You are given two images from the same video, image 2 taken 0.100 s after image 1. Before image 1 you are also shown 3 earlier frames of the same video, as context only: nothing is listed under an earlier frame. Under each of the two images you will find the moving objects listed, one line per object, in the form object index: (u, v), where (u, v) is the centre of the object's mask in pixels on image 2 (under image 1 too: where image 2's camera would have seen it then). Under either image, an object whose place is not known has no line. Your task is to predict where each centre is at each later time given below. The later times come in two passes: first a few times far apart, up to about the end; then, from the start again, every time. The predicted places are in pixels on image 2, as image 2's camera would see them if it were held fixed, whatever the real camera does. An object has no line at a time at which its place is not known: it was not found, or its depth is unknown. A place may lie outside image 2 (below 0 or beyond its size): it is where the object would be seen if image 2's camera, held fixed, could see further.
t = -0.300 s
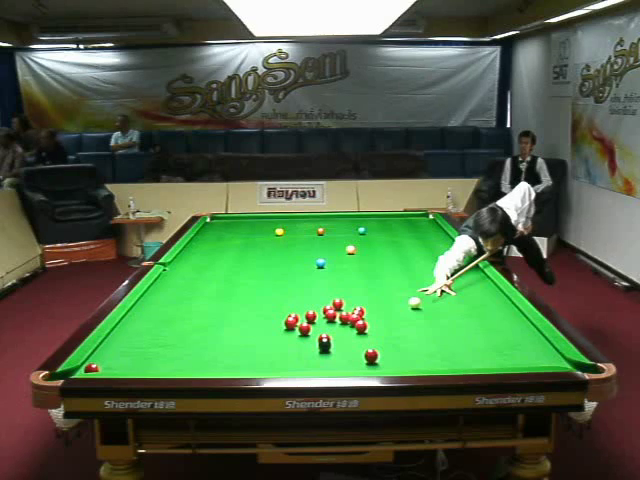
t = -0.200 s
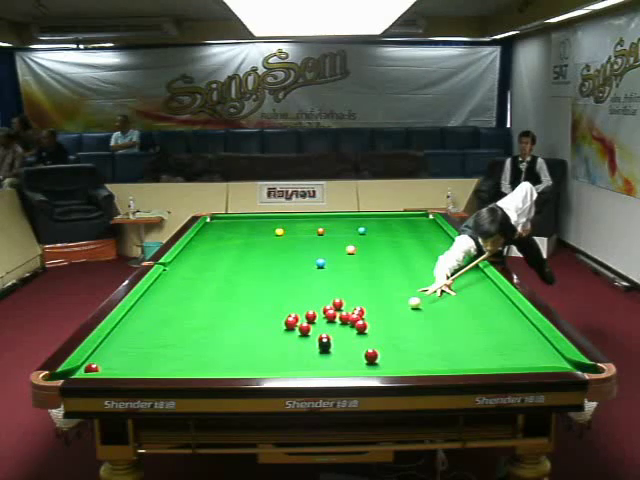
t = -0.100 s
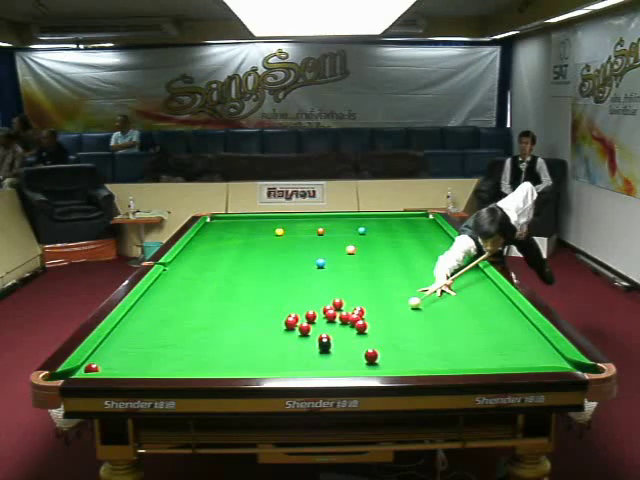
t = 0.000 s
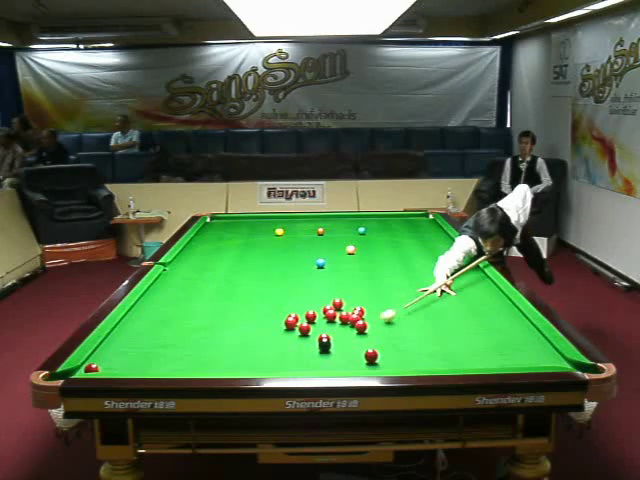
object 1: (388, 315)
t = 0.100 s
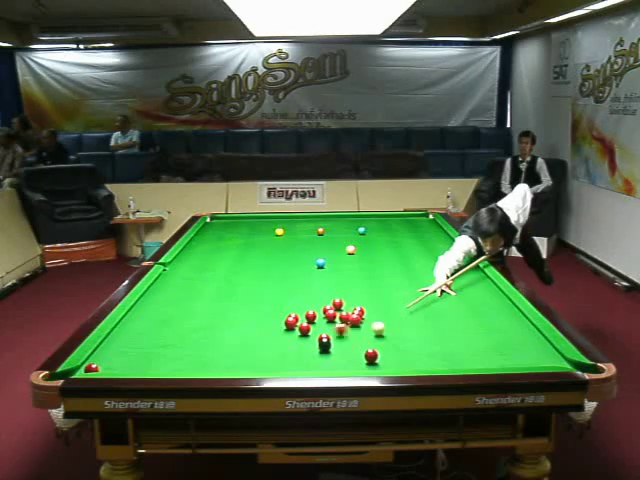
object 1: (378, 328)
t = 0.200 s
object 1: (389, 337)
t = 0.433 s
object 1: (412, 360)
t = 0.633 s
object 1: (431, 359)
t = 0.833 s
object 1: (446, 345)
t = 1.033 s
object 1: (459, 332)
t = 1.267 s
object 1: (473, 320)
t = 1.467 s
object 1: (483, 310)
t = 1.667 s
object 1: (492, 301)
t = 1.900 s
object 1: (498, 293)
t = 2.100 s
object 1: (485, 288)
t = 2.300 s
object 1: (473, 283)
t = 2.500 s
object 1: (462, 279)
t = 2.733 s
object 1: (451, 275)
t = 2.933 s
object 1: (442, 271)
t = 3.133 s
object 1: (435, 268)
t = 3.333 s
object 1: (427, 265)
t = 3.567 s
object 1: (419, 262)
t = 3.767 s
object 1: (413, 260)
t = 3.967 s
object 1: (407, 257)
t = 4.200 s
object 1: (402, 255)
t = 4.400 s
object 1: (397, 253)
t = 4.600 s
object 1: (393, 252)
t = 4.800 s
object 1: (389, 250)
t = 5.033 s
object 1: (385, 249)
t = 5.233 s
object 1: (382, 248)
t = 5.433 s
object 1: (380, 247)
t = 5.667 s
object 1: (377, 246)
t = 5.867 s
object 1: (375, 245)
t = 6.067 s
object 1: (373, 244)
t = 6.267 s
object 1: (372, 244)
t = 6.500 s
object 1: (371, 244)
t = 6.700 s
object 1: (370, 243)
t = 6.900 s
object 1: (370, 243)
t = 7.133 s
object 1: (369, 243)
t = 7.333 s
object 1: (369, 243)
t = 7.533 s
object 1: (369, 243)
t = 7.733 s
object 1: (369, 243)
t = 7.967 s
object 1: (369, 243)
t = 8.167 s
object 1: (369, 243)
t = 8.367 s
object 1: (369, 243)
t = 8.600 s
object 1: (369, 243)
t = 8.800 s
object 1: (369, 243)
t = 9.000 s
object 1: (369, 243)
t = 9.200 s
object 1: (369, 243)
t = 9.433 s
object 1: (369, 243)
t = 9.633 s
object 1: (369, 243)
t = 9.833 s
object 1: (369, 243)
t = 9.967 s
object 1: (369, 243)
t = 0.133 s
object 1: (382, 331)
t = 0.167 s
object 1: (386, 334)
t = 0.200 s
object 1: (389, 337)
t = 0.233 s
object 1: (392, 340)
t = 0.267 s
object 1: (395, 343)
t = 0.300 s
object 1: (398, 347)
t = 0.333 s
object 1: (402, 350)
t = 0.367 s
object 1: (405, 353)
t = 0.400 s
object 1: (408, 357)
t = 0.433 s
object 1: (412, 360)
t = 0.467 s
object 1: (415, 362)
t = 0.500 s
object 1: (418, 364)
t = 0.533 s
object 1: (423, 365)
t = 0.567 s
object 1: (426, 363)
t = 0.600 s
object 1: (428, 361)
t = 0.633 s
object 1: (431, 359)
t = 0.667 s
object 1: (434, 356)
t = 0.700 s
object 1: (437, 354)
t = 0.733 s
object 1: (439, 352)
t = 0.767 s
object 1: (441, 349)
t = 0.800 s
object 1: (444, 347)
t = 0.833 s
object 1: (446, 345)
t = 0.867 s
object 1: (448, 343)
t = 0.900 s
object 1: (451, 341)
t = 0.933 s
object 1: (453, 338)
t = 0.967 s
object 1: (455, 336)
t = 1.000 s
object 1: (457, 334)
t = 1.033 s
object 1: (459, 332)
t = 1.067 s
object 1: (461, 330)
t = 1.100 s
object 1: (463, 328)
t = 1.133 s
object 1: (465, 327)
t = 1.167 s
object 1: (467, 325)
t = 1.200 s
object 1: (469, 323)
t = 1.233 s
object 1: (471, 321)
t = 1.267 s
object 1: (473, 320)
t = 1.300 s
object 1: (474, 318)
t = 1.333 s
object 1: (476, 316)
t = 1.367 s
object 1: (478, 315)
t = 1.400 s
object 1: (479, 313)
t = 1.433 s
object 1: (481, 311)
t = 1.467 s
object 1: (483, 310)
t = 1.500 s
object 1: (484, 309)
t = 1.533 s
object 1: (486, 307)
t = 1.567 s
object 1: (488, 306)
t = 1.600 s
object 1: (489, 304)
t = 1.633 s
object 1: (491, 303)
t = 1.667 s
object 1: (492, 301)
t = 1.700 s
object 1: (494, 300)
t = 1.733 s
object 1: (495, 299)
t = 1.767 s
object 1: (497, 297)
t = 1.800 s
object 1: (498, 296)
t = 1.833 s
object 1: (500, 295)
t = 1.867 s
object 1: (500, 294)
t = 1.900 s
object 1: (498, 293)
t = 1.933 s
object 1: (495, 292)
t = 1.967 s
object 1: (493, 291)
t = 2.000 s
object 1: (491, 290)
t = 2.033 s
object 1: (489, 289)
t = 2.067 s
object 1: (487, 289)
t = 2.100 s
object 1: (485, 288)
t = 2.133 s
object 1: (483, 287)
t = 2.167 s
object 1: (481, 286)
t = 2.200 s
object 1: (479, 285)
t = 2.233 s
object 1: (477, 285)
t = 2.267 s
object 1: (474, 284)
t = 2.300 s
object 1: (473, 283)
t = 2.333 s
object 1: (471, 283)
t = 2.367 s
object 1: (469, 282)
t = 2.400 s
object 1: (467, 281)
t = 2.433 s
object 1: (465, 280)
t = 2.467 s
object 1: (464, 280)
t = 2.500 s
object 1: (462, 279)
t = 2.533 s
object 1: (461, 278)
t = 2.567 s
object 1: (459, 278)
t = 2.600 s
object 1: (457, 277)
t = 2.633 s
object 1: (456, 276)
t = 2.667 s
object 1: (454, 276)
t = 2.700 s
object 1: (453, 275)
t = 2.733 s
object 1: (451, 275)
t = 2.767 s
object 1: (450, 274)
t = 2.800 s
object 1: (448, 273)
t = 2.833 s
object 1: (447, 273)
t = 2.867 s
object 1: (445, 272)
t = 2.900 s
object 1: (444, 272)
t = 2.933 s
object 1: (442, 271)
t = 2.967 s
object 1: (441, 270)
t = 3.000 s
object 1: (440, 270)
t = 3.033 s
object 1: (438, 269)
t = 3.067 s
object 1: (437, 269)
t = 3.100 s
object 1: (436, 268)
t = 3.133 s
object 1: (435, 268)
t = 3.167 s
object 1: (433, 267)
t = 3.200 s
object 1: (432, 267)
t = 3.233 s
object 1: (430, 266)
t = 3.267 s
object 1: (429, 266)
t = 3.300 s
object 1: (428, 265)
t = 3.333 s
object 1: (427, 265)
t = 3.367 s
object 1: (426, 264)
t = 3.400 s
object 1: (425, 264)
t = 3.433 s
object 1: (424, 263)
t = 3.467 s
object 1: (422, 263)
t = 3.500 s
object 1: (421, 263)
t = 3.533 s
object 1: (420, 262)
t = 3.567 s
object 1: (419, 262)
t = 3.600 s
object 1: (418, 261)
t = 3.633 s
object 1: (417, 261)
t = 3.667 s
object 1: (416, 260)
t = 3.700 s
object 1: (415, 260)
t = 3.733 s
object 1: (414, 260)
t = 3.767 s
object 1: (413, 260)
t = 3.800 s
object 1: (412, 259)
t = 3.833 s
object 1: (411, 259)
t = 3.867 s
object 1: (411, 258)
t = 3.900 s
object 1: (409, 258)
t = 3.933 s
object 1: (408, 258)
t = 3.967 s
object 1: (407, 257)
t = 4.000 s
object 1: (407, 257)
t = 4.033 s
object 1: (406, 256)
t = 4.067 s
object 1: (405, 256)
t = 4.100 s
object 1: (404, 256)
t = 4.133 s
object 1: (403, 256)
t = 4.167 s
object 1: (402, 255)
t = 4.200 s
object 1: (402, 255)
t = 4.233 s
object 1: (401, 255)
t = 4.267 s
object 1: (400, 254)
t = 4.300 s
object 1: (399, 254)
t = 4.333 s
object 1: (398, 254)
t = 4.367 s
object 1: (398, 253)
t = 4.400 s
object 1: (397, 253)
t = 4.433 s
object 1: (396, 253)
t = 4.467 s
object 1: (396, 252)
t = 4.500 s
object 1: (395, 252)
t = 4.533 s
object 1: (394, 252)
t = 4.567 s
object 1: (393, 252)
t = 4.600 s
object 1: (393, 252)
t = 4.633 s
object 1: (392, 251)
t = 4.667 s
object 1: (392, 251)
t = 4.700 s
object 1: (391, 251)
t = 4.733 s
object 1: (390, 251)
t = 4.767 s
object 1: (390, 250)
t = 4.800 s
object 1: (389, 250)
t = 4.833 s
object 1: (389, 250)
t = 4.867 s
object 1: (388, 250)
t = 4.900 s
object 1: (387, 250)
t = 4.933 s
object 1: (387, 249)
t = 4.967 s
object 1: (386, 249)
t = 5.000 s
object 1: (386, 249)
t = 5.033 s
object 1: (385, 249)
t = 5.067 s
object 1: (384, 248)
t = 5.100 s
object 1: (384, 248)
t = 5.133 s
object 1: (383, 248)
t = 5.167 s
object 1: (383, 248)
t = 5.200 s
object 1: (382, 248)
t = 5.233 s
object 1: (382, 248)
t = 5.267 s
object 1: (382, 248)
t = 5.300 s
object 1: (381, 247)
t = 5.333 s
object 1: (381, 247)
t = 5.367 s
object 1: (380, 247)
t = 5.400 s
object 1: (380, 247)
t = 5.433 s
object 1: (380, 247)
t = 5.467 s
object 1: (379, 247)
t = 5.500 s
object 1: (379, 246)
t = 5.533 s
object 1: (379, 246)
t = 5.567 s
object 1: (378, 246)
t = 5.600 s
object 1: (378, 246)
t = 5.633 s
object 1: (377, 246)
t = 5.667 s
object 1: (377, 246)
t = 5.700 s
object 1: (376, 246)
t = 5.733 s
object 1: (376, 246)
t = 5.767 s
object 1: (376, 245)
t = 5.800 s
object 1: (375, 245)
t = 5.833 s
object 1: (375, 245)
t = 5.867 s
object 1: (375, 245)
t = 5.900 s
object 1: (375, 245)
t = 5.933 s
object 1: (374, 245)
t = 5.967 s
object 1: (374, 245)
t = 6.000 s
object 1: (374, 245)
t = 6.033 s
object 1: (374, 245)
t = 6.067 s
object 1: (373, 244)
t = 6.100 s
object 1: (373, 244)
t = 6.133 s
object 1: (373, 244)
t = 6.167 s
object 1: (373, 244)
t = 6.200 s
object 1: (373, 244)
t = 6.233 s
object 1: (372, 244)
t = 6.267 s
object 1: (372, 244)
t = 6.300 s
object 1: (372, 244)
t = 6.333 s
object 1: (372, 244)
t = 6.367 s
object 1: (371, 244)
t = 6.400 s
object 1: (371, 244)
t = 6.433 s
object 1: (371, 244)
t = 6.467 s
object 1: (371, 244)
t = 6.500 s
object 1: (371, 244)
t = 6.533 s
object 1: (371, 244)
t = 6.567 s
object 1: (370, 243)
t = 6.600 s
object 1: (370, 243)
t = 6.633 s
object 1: (370, 243)
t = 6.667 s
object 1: (370, 243)
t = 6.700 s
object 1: (370, 243)
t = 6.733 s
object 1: (370, 243)
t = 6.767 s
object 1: (370, 243)
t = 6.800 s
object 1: (370, 243)
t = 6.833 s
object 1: (370, 243)
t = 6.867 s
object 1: (370, 243)
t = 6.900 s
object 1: (370, 243)
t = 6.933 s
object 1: (370, 243)
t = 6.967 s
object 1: (369, 243)
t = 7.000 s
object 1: (369, 243)
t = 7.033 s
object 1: (369, 243)
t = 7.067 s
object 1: (369, 243)
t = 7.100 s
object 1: (369, 243)
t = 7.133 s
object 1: (369, 243)
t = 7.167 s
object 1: (369, 243)
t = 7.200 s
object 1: (369, 243)
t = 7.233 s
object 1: (369, 243)
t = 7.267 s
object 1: (369, 243)
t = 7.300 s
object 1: (369, 243)
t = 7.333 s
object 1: (369, 243)
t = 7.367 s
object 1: (369, 243)
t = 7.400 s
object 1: (369, 243)
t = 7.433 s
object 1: (369, 243)
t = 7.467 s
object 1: (369, 243)
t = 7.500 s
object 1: (369, 243)
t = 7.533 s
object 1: (369, 243)
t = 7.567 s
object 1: (369, 243)
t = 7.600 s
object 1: (369, 243)
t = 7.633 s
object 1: (369, 243)
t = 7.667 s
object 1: (369, 243)
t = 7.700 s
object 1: (369, 243)
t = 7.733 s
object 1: (369, 243)
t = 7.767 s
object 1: (369, 243)
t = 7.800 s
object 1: (369, 243)
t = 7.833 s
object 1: (369, 243)
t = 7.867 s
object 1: (369, 243)
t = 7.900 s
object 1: (369, 243)
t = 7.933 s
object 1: (369, 243)
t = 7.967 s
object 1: (369, 243)
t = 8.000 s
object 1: (369, 243)
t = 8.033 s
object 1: (369, 243)
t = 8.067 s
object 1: (369, 243)
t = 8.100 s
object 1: (369, 243)
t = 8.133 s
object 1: (369, 243)
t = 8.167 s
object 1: (369, 243)
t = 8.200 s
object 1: (369, 243)
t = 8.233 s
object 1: (369, 243)
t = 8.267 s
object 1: (369, 243)
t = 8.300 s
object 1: (369, 243)
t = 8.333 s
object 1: (369, 243)
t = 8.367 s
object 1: (369, 243)
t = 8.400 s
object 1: (369, 243)
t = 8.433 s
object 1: (369, 243)
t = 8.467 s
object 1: (369, 243)
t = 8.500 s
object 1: (369, 243)
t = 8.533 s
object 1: (369, 243)
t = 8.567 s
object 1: (369, 243)
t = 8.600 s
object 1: (369, 243)
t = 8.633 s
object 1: (369, 243)
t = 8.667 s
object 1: (369, 243)
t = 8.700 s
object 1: (369, 243)
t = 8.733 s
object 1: (369, 243)
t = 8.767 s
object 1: (369, 243)
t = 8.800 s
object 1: (369, 243)
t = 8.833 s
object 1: (369, 243)
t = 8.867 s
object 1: (369, 243)
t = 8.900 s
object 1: (369, 243)
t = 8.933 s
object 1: (369, 243)
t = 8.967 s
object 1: (369, 243)
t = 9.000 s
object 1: (369, 243)
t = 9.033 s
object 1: (369, 243)
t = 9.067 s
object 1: (369, 243)
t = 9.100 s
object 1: (369, 243)
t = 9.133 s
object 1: (369, 243)
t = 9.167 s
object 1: (369, 243)
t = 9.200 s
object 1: (369, 243)
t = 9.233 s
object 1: (369, 243)
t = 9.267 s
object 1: (369, 243)
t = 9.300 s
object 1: (369, 243)
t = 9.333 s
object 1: (369, 243)
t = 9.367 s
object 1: (369, 243)
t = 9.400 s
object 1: (369, 243)
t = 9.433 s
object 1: (369, 243)
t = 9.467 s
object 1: (369, 243)
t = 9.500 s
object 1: (369, 243)
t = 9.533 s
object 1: (369, 243)
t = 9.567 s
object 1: (369, 243)
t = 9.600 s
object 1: (369, 243)
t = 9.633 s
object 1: (369, 243)
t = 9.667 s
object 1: (369, 243)
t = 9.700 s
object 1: (369, 243)
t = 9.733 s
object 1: (369, 243)
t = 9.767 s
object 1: (369, 243)
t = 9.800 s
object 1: (369, 243)
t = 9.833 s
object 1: (369, 243)
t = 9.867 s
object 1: (369, 243)
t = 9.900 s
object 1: (369, 243)
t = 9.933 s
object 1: (369, 243)
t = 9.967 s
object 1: (369, 243)
